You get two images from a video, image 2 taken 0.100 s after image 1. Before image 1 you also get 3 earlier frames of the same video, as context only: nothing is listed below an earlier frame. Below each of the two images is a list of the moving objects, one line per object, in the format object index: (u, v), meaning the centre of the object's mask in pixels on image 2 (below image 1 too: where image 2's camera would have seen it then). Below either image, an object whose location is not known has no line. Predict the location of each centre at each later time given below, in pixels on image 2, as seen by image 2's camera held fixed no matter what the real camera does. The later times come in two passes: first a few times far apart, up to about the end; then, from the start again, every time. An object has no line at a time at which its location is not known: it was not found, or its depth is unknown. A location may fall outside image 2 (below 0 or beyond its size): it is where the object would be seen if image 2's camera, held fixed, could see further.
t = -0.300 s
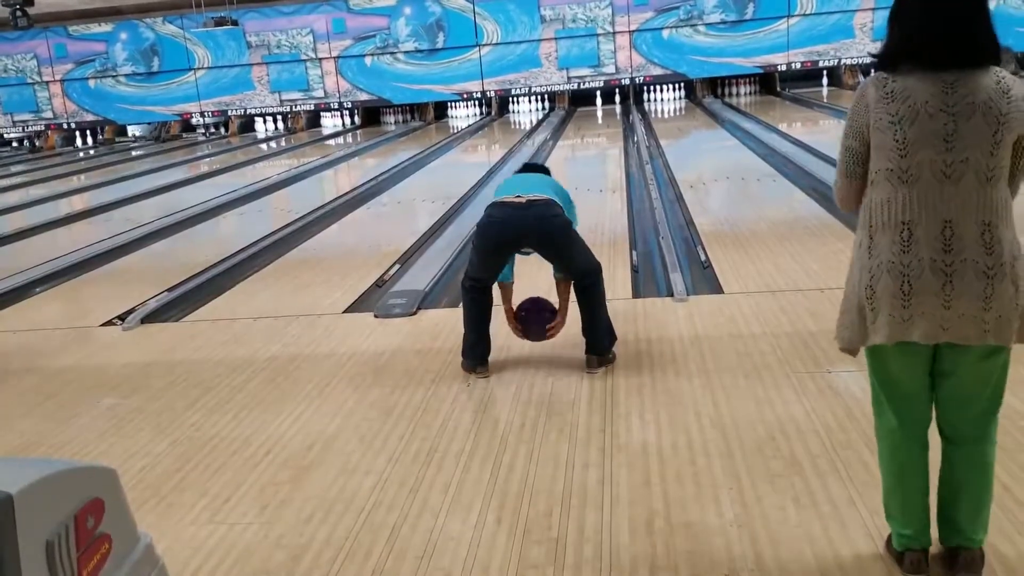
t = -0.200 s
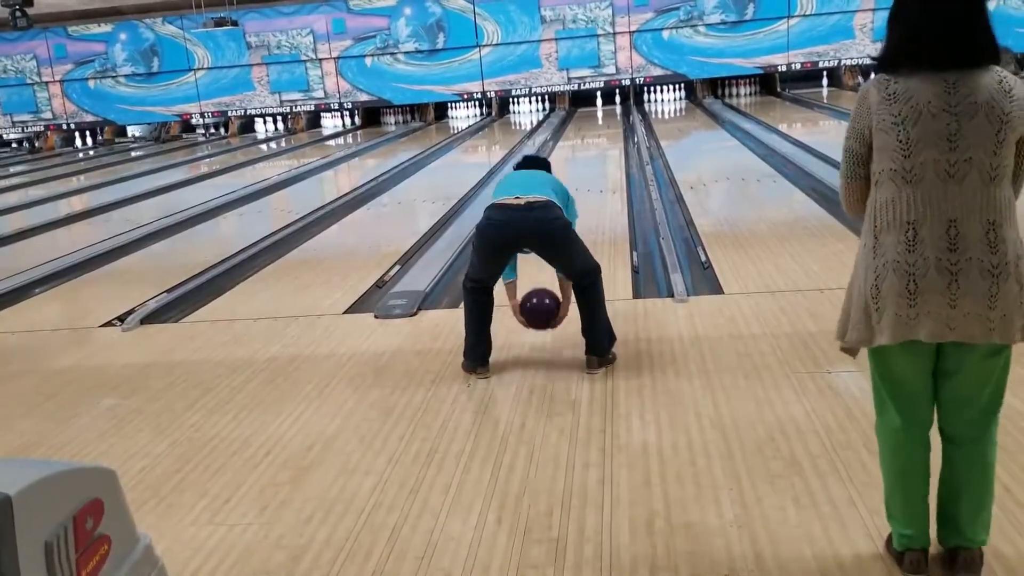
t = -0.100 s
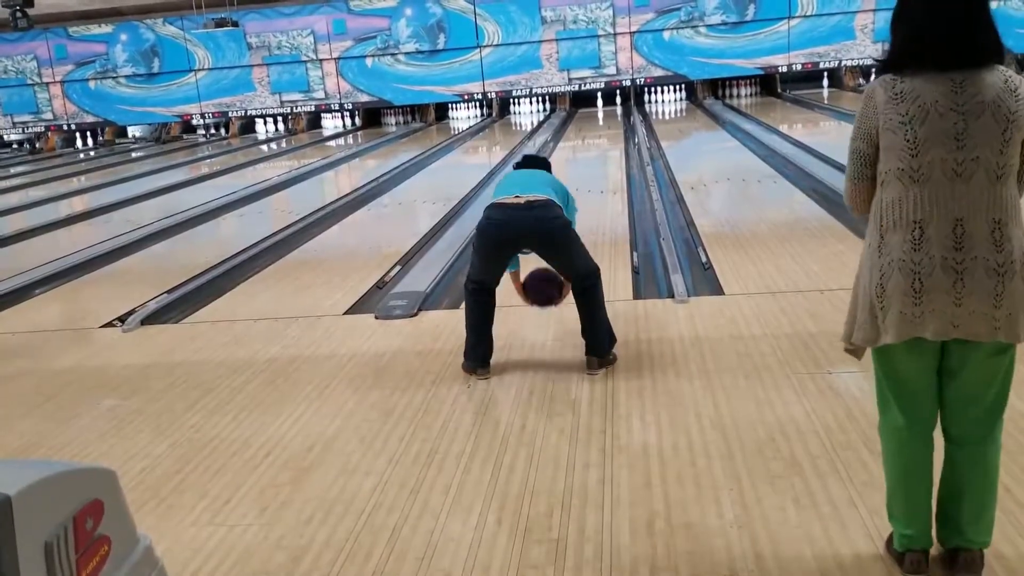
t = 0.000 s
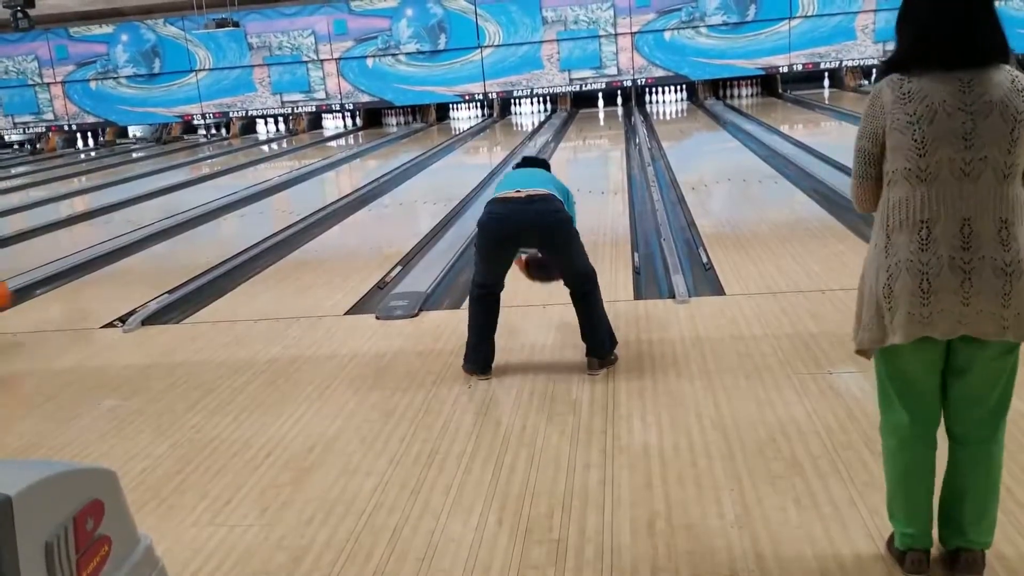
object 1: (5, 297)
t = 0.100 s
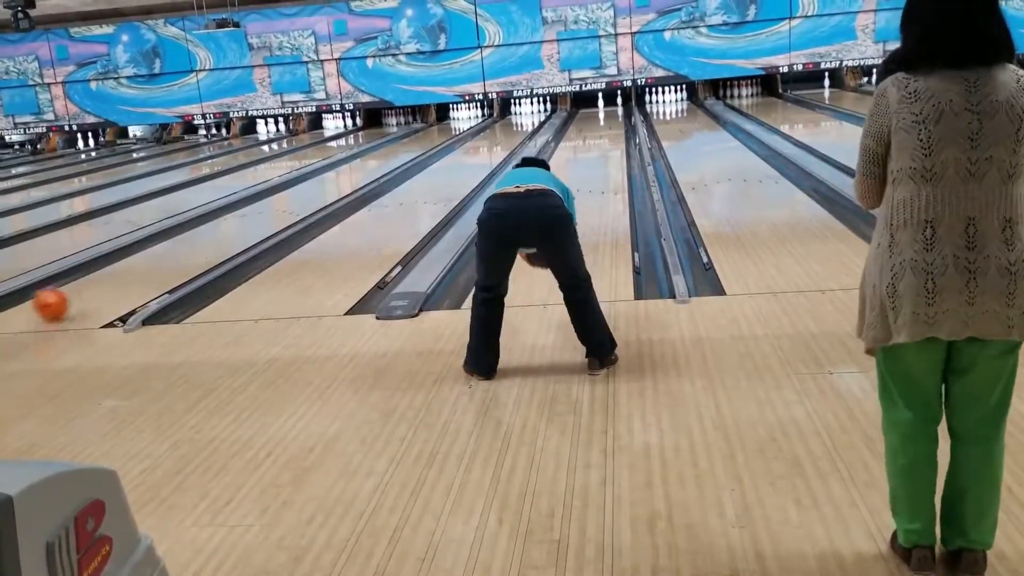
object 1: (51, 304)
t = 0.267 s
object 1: (120, 275)
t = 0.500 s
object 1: (194, 243)
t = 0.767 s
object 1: (256, 215)
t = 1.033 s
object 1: (302, 195)
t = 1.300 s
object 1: (338, 179)
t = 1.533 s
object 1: (363, 169)
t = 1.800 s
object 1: (387, 159)
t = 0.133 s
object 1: (66, 297)
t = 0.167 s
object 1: (80, 292)
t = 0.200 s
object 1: (95, 286)
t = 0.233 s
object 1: (107, 281)
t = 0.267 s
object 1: (120, 275)
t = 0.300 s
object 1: (132, 270)
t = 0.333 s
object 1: (144, 265)
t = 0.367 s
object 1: (155, 260)
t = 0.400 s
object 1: (165, 255)
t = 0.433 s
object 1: (175, 251)
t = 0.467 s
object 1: (185, 246)
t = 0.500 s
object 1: (194, 243)
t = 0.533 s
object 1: (203, 239)
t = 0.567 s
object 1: (211, 235)
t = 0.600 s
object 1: (220, 231)
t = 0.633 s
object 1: (228, 228)
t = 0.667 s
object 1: (235, 224)
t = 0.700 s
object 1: (242, 221)
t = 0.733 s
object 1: (249, 218)
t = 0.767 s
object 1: (256, 215)
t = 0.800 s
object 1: (262, 212)
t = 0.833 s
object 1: (268, 210)
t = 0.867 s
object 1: (274, 207)
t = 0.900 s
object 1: (280, 204)
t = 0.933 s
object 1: (286, 202)
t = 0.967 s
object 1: (292, 199)
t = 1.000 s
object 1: (297, 197)
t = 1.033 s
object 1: (302, 195)
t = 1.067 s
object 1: (307, 193)
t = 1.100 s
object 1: (312, 191)
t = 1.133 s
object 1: (316, 189)
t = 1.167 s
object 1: (321, 187)
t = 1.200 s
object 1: (325, 185)
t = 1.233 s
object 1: (329, 184)
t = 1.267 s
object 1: (334, 182)
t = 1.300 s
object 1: (338, 179)
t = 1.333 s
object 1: (342, 178)
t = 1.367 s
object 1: (345, 177)
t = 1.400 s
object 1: (349, 175)
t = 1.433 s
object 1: (353, 173)
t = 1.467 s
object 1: (356, 172)
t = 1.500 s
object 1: (360, 170)
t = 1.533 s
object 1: (363, 169)
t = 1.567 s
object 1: (366, 168)
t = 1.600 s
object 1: (370, 167)
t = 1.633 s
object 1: (373, 165)
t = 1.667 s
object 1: (375, 164)
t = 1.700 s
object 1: (379, 164)
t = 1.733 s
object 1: (382, 162)
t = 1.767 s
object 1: (385, 160)
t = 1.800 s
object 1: (387, 159)
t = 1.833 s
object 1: (391, 158)
